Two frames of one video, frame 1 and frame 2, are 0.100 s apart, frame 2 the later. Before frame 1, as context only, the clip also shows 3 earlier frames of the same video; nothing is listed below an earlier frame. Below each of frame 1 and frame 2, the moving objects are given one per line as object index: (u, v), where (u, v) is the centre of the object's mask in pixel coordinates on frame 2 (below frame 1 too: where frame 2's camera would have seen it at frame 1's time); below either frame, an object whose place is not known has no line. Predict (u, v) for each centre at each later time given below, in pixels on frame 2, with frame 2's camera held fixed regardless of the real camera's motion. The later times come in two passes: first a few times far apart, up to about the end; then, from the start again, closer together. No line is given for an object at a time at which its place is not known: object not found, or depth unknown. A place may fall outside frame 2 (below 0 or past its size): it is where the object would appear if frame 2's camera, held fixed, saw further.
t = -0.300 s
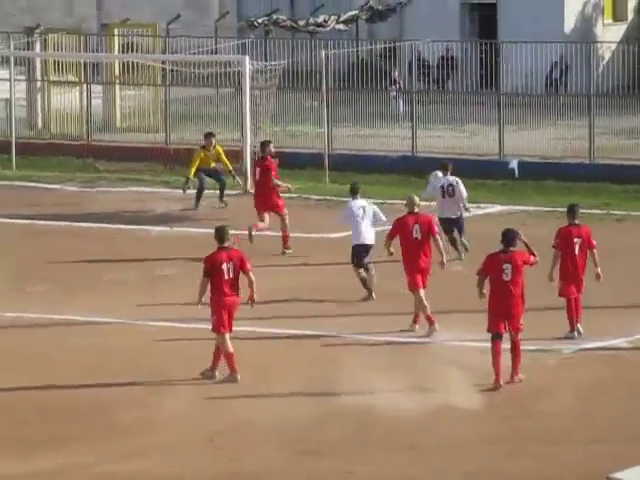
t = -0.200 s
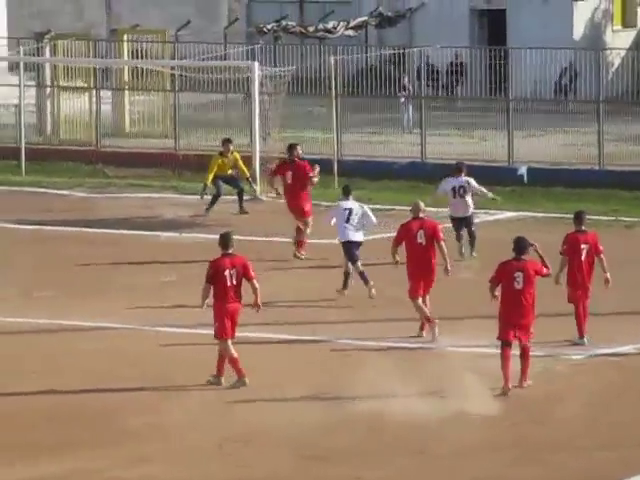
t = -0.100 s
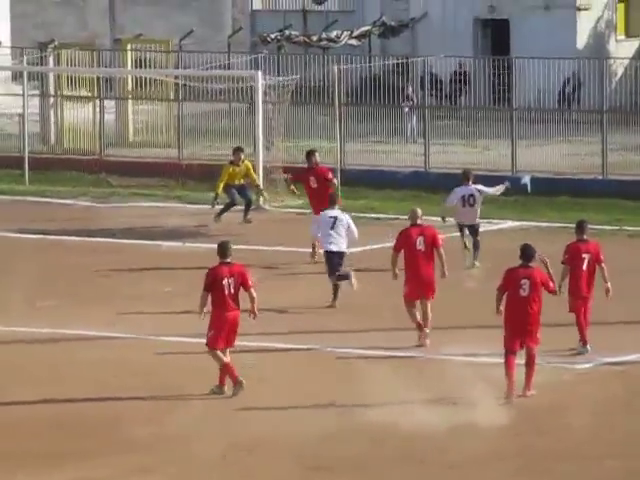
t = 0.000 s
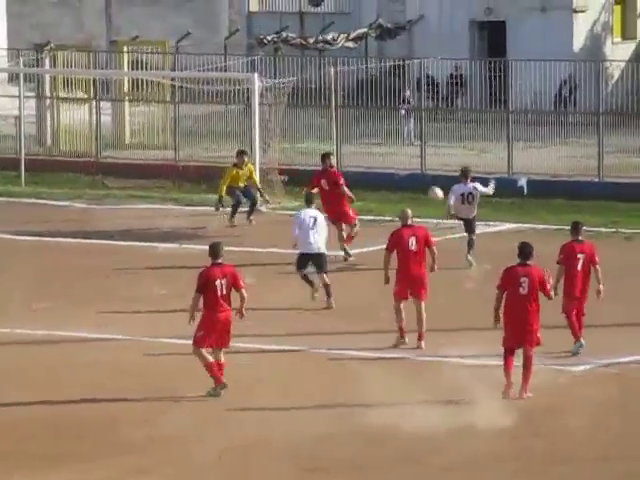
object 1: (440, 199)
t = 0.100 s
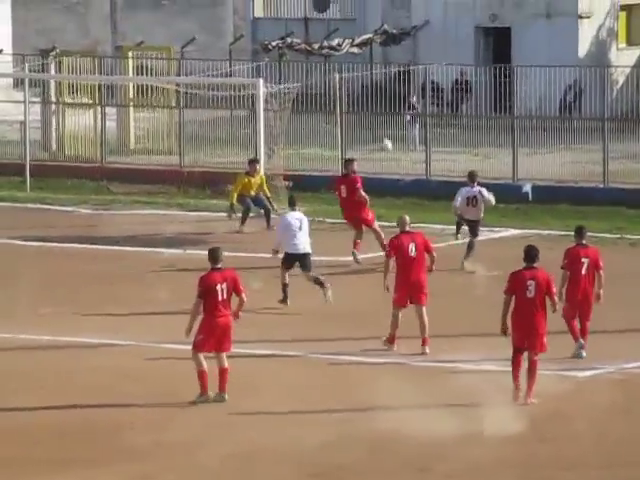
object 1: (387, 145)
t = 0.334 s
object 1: (262, 53)
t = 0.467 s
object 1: (196, 21)
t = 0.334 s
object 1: (262, 53)
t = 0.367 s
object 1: (246, 43)
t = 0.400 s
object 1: (230, 34)
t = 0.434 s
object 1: (213, 27)
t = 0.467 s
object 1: (196, 21)
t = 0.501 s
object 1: (180, 14)
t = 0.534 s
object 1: (164, 8)
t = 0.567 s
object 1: (149, 5)
